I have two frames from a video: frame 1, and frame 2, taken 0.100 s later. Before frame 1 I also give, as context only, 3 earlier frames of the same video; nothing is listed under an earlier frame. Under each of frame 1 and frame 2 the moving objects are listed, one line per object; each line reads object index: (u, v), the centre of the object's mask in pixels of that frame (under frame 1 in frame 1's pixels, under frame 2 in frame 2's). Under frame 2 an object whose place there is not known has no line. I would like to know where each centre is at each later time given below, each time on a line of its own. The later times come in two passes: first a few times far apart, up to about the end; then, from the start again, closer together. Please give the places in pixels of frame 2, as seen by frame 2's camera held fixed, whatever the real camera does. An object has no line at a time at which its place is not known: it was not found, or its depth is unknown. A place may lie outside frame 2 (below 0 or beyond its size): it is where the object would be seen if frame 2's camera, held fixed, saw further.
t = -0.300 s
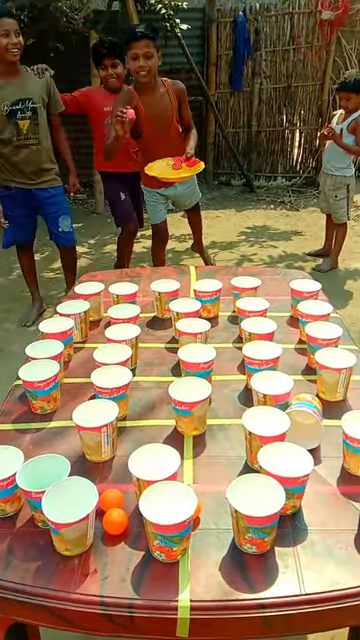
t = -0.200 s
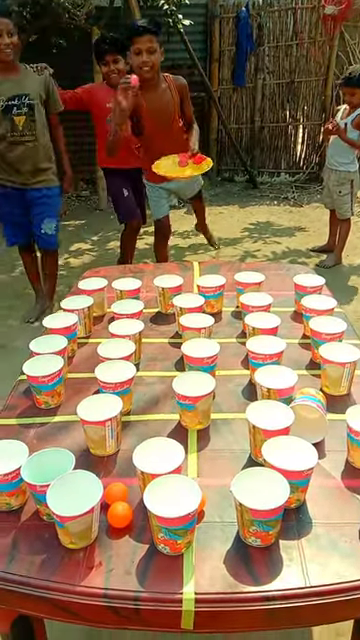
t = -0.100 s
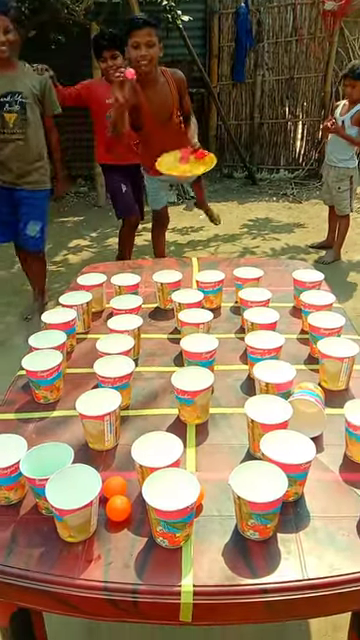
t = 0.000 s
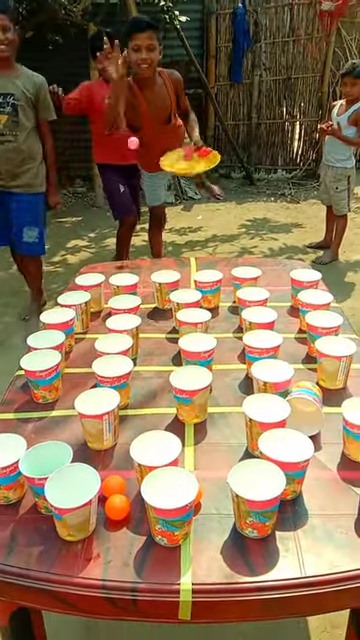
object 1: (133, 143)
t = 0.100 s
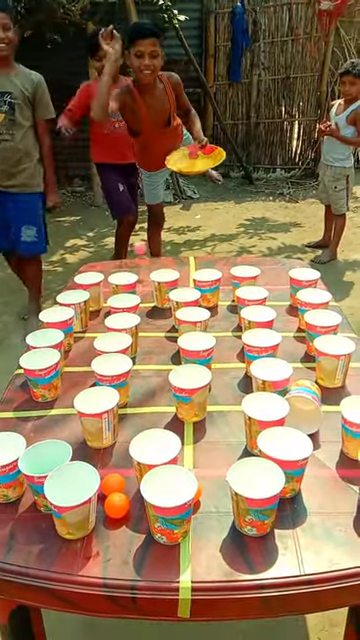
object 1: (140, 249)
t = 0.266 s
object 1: (135, 287)
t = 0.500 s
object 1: (147, 305)
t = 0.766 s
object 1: (170, 312)
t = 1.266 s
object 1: (160, 312)
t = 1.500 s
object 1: (145, 308)
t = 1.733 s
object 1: (143, 307)
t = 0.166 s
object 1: (142, 273)
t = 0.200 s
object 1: (140, 271)
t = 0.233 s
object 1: (135, 278)
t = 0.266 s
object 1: (135, 287)
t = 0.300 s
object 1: (135, 287)
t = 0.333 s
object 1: (136, 286)
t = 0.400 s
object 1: (141, 305)
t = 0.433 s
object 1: (143, 314)
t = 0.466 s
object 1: (145, 305)
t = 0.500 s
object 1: (147, 305)
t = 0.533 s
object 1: (151, 309)
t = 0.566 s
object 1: (154, 316)
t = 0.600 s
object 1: (161, 309)
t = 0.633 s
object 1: (163, 311)
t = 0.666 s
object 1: (166, 313)
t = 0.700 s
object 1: (170, 311)
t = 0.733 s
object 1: (170, 313)
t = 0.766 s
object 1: (170, 312)
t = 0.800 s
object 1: (171, 316)
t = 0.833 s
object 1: (171, 316)
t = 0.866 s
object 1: (171, 317)
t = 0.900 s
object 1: (171, 316)
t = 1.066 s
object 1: (169, 317)
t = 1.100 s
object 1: (167, 316)
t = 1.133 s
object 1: (166, 315)
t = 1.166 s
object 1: (163, 314)
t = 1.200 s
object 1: (161, 313)
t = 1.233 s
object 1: (160, 312)
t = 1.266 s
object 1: (160, 312)
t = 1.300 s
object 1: (154, 313)
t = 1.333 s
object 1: (154, 310)
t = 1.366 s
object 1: (152, 309)
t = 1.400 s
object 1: (152, 309)
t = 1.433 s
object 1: (146, 308)
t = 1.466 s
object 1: (145, 308)
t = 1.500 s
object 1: (145, 308)
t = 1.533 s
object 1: (146, 307)
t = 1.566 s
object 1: (146, 307)
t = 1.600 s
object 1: (146, 308)
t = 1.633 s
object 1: (145, 307)
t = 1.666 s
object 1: (144, 307)
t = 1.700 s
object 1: (144, 306)
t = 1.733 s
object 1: (143, 307)
